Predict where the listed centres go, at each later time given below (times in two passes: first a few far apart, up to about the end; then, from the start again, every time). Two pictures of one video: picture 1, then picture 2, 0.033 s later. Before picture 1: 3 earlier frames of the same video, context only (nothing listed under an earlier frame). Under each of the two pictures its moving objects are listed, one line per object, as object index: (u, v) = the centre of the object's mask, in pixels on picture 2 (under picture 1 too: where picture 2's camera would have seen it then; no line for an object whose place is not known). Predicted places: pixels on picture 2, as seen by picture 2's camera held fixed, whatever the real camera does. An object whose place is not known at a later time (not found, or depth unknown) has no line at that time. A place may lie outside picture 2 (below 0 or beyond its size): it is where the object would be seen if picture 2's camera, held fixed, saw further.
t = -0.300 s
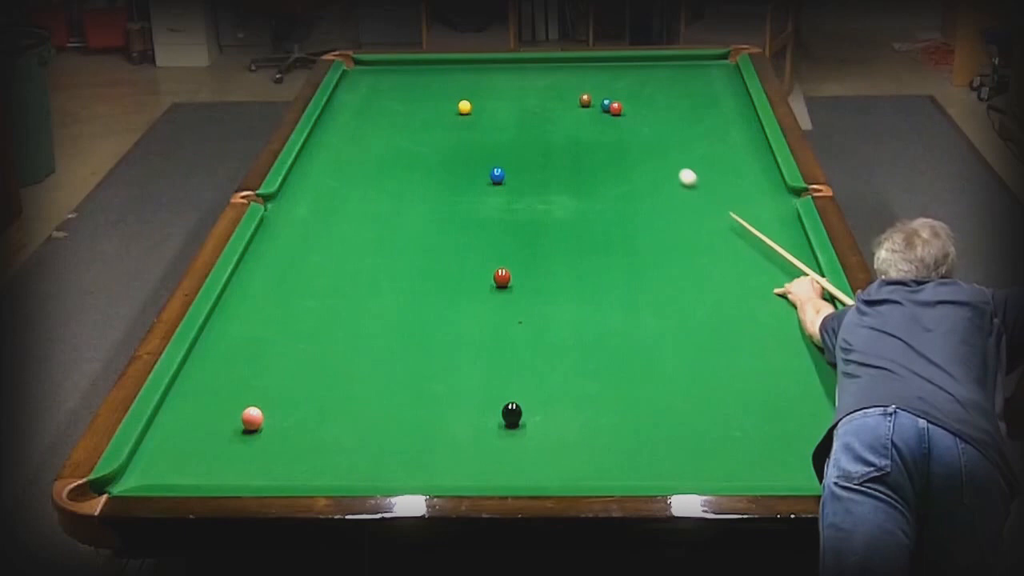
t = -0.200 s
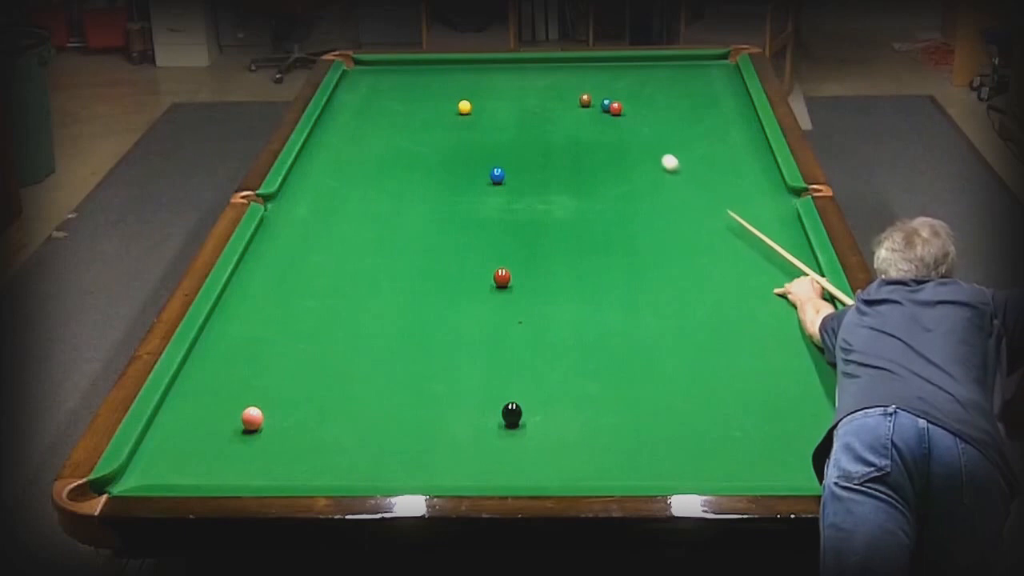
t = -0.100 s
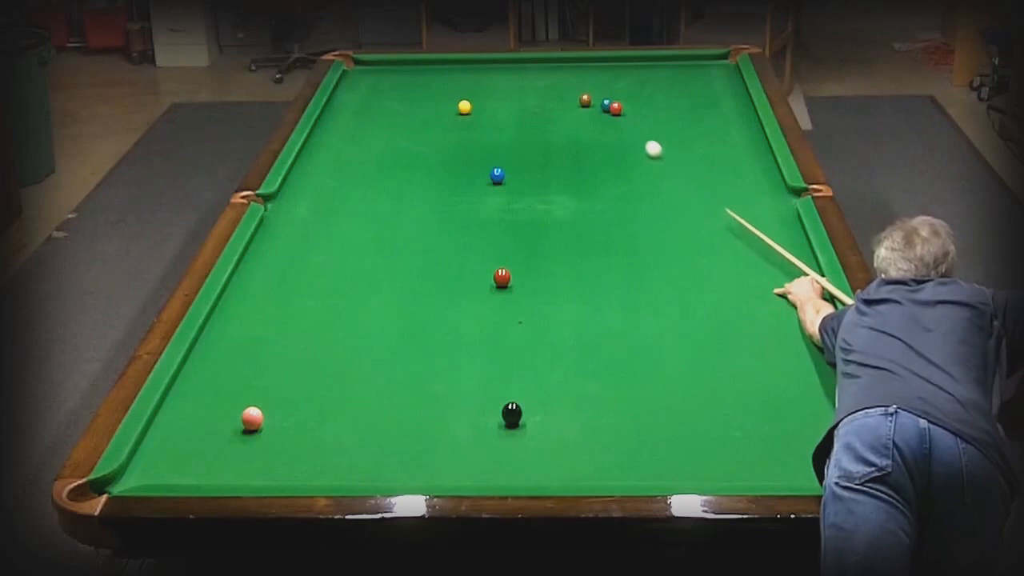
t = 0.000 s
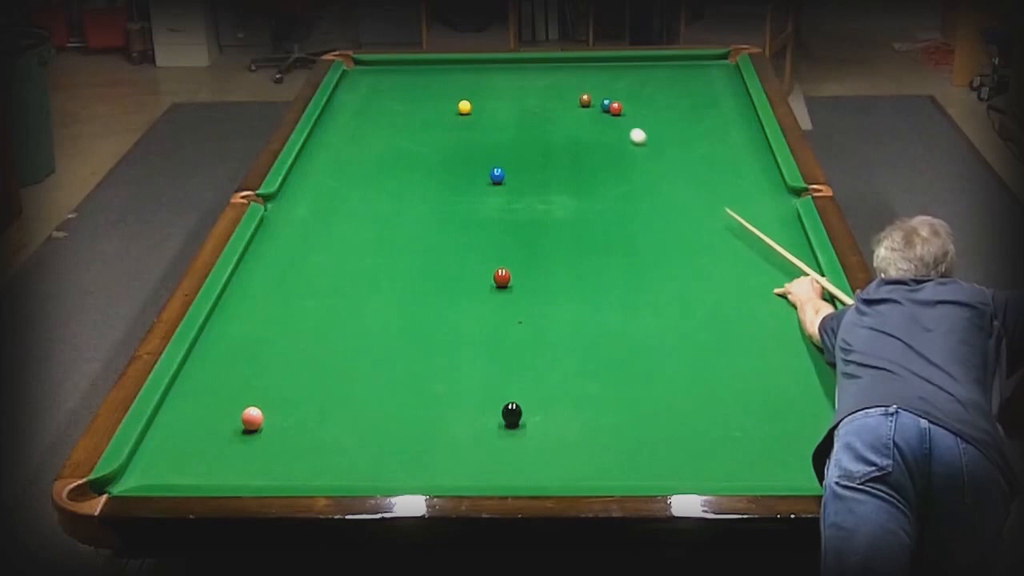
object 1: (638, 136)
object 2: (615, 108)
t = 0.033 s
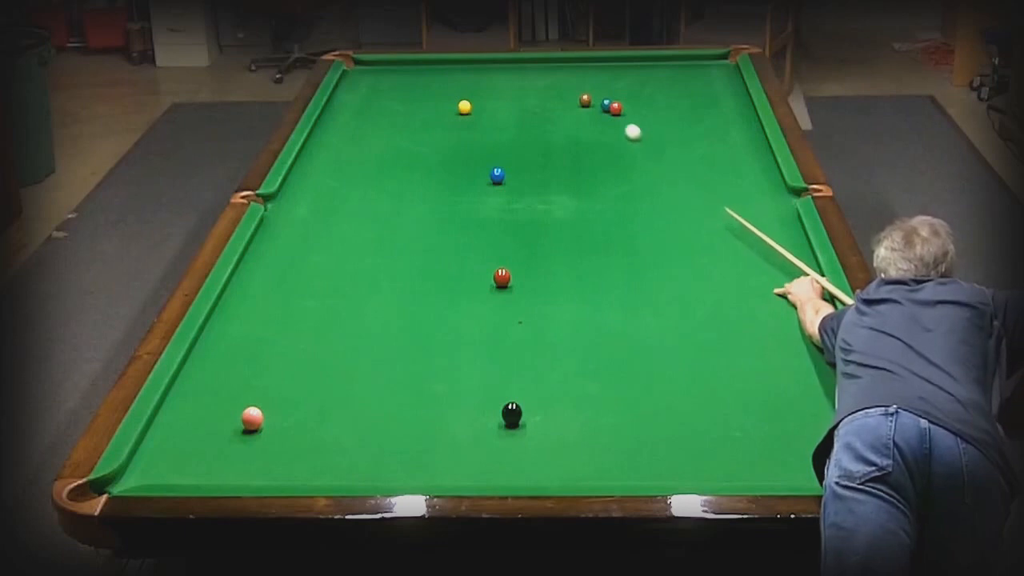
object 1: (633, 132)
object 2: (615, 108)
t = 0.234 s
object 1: (602, 110)
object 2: (618, 107)
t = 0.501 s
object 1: (545, 94)
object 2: (640, 97)
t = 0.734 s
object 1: (500, 80)
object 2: (656, 89)
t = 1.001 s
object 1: (454, 66)
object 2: (674, 81)
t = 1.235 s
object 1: (415, 65)
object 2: (688, 74)
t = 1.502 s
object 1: (371, 73)
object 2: (702, 68)
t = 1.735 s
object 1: (350, 81)
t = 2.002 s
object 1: (372, 88)
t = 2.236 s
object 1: (390, 96)
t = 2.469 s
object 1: (409, 103)
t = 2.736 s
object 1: (431, 111)
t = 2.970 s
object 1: (449, 118)
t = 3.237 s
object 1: (470, 125)
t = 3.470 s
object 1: (488, 132)
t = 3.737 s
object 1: (508, 140)
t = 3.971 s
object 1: (526, 146)
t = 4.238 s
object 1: (545, 154)
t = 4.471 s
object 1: (561, 160)
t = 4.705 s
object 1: (577, 166)
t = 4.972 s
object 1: (594, 173)
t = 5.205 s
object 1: (608, 178)
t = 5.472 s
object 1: (623, 184)
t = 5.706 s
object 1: (635, 188)
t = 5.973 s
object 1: (649, 193)
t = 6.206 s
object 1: (659, 198)
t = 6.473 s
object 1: (670, 202)
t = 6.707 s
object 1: (679, 205)
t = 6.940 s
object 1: (687, 208)
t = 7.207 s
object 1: (694, 211)
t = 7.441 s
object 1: (699, 214)
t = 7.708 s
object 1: (704, 216)
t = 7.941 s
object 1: (706, 217)
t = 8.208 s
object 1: (708, 218)
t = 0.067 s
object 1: (628, 128)
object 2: (615, 108)
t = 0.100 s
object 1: (623, 124)
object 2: (615, 108)
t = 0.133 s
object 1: (619, 120)
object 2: (615, 107)
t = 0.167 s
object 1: (614, 116)
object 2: (616, 106)
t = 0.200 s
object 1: (609, 112)
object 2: (618, 107)
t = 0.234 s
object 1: (602, 110)
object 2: (618, 107)
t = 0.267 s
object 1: (594, 108)
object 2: (621, 106)
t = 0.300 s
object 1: (586, 106)
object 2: (625, 104)
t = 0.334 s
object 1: (579, 104)
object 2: (628, 103)
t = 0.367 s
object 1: (572, 102)
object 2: (630, 102)
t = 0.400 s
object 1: (565, 100)
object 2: (633, 100)
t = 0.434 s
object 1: (558, 97)
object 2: (635, 99)
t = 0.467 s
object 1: (551, 96)
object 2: (638, 98)
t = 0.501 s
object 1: (545, 94)
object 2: (640, 97)
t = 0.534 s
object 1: (538, 92)
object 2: (643, 96)
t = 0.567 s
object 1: (531, 90)
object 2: (645, 95)
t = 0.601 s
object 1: (525, 88)
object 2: (647, 94)
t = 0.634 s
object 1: (519, 86)
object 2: (650, 92)
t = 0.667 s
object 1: (512, 84)
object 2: (652, 91)
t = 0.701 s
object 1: (506, 82)
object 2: (654, 90)
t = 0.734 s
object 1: (500, 80)
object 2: (656, 89)
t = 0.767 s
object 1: (494, 79)
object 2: (659, 88)
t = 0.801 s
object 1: (488, 77)
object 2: (661, 87)
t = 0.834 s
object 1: (482, 75)
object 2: (663, 86)
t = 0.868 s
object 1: (476, 73)
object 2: (665, 85)
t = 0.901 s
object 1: (471, 72)
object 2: (667, 84)
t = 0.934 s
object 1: (465, 70)
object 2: (670, 83)
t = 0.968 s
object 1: (459, 68)
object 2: (671, 82)
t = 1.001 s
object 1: (454, 66)
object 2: (674, 81)
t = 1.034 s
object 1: (448, 65)
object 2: (676, 80)
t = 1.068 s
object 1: (443, 63)
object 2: (678, 79)
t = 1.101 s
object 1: (437, 62)
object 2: (680, 78)
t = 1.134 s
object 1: (432, 61)
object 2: (682, 77)
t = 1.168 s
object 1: (427, 62)
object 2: (684, 76)
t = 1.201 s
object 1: (421, 64)
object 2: (685, 75)
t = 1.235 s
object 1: (415, 65)
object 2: (688, 74)
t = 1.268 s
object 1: (410, 66)
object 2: (689, 73)
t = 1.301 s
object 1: (404, 67)
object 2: (692, 72)
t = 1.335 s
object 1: (398, 68)
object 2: (694, 72)
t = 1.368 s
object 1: (393, 69)
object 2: (695, 71)
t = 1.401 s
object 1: (387, 70)
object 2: (697, 70)
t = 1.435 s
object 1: (382, 71)
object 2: (699, 69)
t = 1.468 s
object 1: (376, 72)
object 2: (700, 68)
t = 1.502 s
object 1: (371, 73)
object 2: (702, 68)
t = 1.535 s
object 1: (365, 74)
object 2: (704, 66)
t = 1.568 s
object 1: (360, 75)
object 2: (706, 65)
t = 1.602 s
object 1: (354, 76)
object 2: (707, 65)
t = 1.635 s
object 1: (349, 77)
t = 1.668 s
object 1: (344, 79)
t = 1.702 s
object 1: (347, 80)
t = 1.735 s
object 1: (350, 81)
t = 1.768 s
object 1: (352, 82)
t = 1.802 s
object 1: (355, 83)
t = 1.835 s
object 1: (358, 84)
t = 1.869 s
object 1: (361, 85)
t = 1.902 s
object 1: (363, 86)
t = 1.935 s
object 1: (366, 87)
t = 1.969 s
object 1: (369, 88)
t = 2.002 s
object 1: (372, 88)
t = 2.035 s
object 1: (374, 90)
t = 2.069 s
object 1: (377, 91)
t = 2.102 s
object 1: (379, 91)
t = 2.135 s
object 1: (382, 93)
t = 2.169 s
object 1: (385, 94)
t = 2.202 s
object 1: (387, 95)
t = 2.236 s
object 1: (390, 96)
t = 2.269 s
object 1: (393, 97)
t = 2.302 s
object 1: (396, 97)
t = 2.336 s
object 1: (398, 99)
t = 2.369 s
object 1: (401, 100)
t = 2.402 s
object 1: (404, 101)
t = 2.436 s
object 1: (406, 102)
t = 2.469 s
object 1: (409, 103)
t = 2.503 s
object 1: (412, 103)
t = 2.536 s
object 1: (415, 105)
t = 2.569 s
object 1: (417, 106)
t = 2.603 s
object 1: (420, 107)
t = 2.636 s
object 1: (422, 108)
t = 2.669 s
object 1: (425, 109)
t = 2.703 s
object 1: (428, 110)
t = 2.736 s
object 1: (431, 111)
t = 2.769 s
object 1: (433, 112)
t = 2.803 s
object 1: (436, 112)
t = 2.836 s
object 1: (438, 114)
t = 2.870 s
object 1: (441, 115)
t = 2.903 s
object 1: (444, 116)
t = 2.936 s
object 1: (446, 117)
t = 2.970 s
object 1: (449, 118)
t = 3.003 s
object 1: (452, 118)
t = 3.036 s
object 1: (454, 120)
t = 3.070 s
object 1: (457, 121)
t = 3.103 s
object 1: (460, 121)
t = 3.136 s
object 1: (462, 122)
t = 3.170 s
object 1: (465, 123)
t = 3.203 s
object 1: (468, 124)
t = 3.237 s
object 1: (470, 125)
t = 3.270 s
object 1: (473, 126)
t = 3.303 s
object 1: (475, 127)
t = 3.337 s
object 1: (478, 128)
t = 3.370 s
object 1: (480, 129)
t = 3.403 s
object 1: (483, 130)
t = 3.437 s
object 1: (486, 131)
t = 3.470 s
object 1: (488, 132)
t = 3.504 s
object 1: (491, 133)
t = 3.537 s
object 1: (493, 134)
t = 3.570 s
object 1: (496, 135)
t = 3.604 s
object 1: (498, 136)
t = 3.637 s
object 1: (501, 137)
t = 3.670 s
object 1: (503, 138)
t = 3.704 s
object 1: (506, 139)
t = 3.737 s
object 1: (508, 140)
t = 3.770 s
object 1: (511, 141)
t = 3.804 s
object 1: (513, 142)
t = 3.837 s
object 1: (516, 143)
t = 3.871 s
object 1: (518, 144)
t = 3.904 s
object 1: (521, 145)
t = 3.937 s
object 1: (523, 146)
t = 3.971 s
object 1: (526, 146)
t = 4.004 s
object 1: (528, 147)
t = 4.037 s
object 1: (530, 149)
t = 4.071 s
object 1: (533, 149)
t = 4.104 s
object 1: (535, 150)
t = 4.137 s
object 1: (538, 151)
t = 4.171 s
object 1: (540, 152)
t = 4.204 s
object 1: (542, 153)
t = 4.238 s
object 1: (545, 154)
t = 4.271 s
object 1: (547, 155)
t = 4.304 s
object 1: (549, 156)
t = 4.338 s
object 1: (552, 157)
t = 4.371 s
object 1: (554, 157)
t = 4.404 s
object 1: (557, 158)
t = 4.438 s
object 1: (559, 159)
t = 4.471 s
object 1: (561, 160)
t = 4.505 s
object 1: (563, 161)
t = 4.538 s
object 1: (565, 162)
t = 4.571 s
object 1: (568, 163)
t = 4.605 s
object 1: (570, 163)
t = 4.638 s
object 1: (572, 164)
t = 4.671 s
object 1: (574, 165)
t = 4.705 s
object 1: (577, 166)
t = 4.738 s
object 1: (579, 167)
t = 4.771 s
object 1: (581, 168)
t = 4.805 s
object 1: (583, 168)
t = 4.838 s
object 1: (585, 169)
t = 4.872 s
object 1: (587, 170)
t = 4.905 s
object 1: (589, 171)
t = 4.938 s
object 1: (592, 172)
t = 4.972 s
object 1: (594, 173)
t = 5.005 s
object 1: (596, 173)
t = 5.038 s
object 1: (598, 174)
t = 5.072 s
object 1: (600, 175)
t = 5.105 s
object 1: (602, 175)
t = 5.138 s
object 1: (604, 176)
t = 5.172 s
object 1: (606, 177)
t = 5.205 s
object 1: (608, 178)
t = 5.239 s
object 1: (610, 179)
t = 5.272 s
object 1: (612, 179)
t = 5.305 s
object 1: (614, 180)
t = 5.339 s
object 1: (615, 181)
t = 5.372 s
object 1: (617, 181)
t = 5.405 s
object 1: (619, 182)
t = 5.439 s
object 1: (621, 183)
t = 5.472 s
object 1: (623, 184)
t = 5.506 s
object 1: (625, 184)
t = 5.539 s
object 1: (627, 185)
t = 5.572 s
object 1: (629, 186)
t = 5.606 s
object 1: (630, 186)
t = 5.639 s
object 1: (632, 187)
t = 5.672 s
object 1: (634, 188)
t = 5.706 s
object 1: (635, 188)
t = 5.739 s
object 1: (637, 189)
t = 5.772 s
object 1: (639, 189)
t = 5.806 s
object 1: (641, 190)
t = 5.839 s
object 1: (642, 191)
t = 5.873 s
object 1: (644, 192)
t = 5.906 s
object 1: (645, 192)
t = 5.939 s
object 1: (647, 193)
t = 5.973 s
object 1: (649, 193)
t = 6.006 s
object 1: (650, 194)
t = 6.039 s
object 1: (652, 195)
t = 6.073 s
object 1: (653, 195)
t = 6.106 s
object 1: (655, 196)
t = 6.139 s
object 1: (657, 196)
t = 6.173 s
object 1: (658, 197)
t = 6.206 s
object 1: (659, 198)
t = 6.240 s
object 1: (661, 198)
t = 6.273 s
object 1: (662, 199)
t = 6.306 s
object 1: (664, 199)
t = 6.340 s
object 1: (665, 200)
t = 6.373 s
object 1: (666, 200)
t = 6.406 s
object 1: (668, 201)
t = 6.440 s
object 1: (669, 201)
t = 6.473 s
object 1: (670, 202)
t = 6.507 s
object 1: (672, 202)
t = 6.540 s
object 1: (673, 203)
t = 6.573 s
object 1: (674, 203)
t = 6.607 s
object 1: (676, 204)
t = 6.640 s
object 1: (677, 204)
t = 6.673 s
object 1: (678, 205)
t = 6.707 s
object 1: (679, 205)
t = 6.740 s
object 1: (680, 206)
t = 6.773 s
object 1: (682, 206)
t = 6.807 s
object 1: (682, 206)
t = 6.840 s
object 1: (684, 207)
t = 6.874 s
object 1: (685, 208)
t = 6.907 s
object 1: (686, 208)
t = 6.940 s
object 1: (687, 208)
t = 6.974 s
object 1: (688, 209)
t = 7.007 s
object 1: (689, 209)
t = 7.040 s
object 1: (690, 210)
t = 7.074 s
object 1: (691, 210)
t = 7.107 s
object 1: (691, 210)
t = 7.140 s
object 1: (692, 211)
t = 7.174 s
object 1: (693, 211)
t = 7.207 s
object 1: (694, 211)
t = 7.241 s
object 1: (695, 212)
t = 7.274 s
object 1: (696, 212)
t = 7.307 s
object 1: (697, 212)
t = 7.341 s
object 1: (697, 213)
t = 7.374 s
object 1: (698, 213)
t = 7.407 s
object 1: (699, 213)
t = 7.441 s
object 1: (699, 214)
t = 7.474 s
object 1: (700, 214)
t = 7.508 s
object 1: (701, 214)
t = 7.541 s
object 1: (701, 215)
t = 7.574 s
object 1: (702, 215)
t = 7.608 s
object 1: (702, 215)
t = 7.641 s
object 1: (703, 215)
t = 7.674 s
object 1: (703, 216)
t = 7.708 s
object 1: (704, 216)
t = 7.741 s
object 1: (704, 216)
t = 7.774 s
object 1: (704, 216)
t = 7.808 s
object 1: (705, 217)
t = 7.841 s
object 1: (705, 217)
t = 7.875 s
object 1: (705, 217)
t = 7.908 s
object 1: (706, 217)
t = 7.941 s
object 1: (706, 217)
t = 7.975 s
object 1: (706, 217)
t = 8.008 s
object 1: (707, 217)
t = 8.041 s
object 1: (707, 217)
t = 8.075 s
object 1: (707, 218)
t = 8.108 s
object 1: (707, 218)
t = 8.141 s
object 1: (707, 218)
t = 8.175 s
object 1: (707, 218)
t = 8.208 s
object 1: (708, 218)
